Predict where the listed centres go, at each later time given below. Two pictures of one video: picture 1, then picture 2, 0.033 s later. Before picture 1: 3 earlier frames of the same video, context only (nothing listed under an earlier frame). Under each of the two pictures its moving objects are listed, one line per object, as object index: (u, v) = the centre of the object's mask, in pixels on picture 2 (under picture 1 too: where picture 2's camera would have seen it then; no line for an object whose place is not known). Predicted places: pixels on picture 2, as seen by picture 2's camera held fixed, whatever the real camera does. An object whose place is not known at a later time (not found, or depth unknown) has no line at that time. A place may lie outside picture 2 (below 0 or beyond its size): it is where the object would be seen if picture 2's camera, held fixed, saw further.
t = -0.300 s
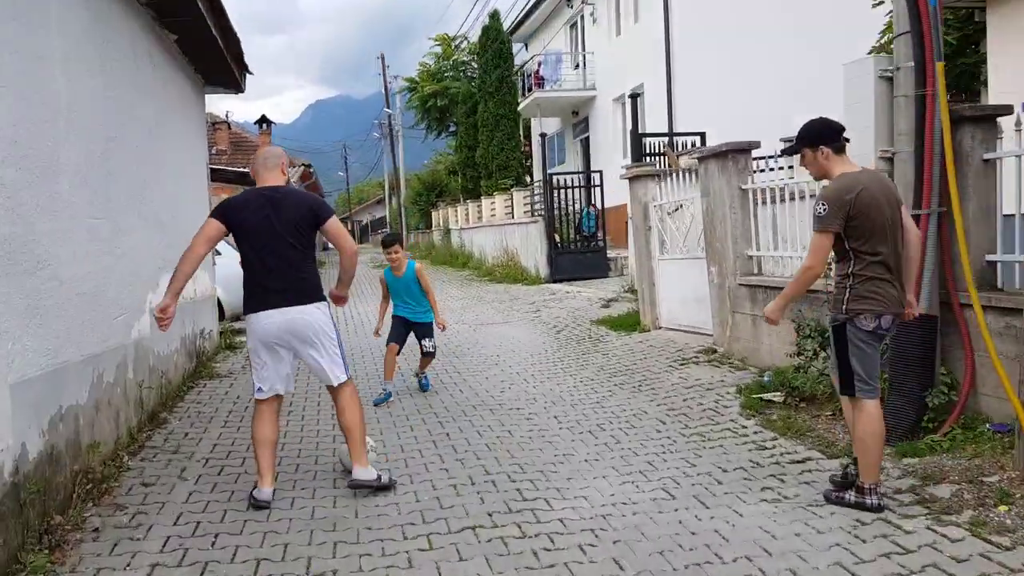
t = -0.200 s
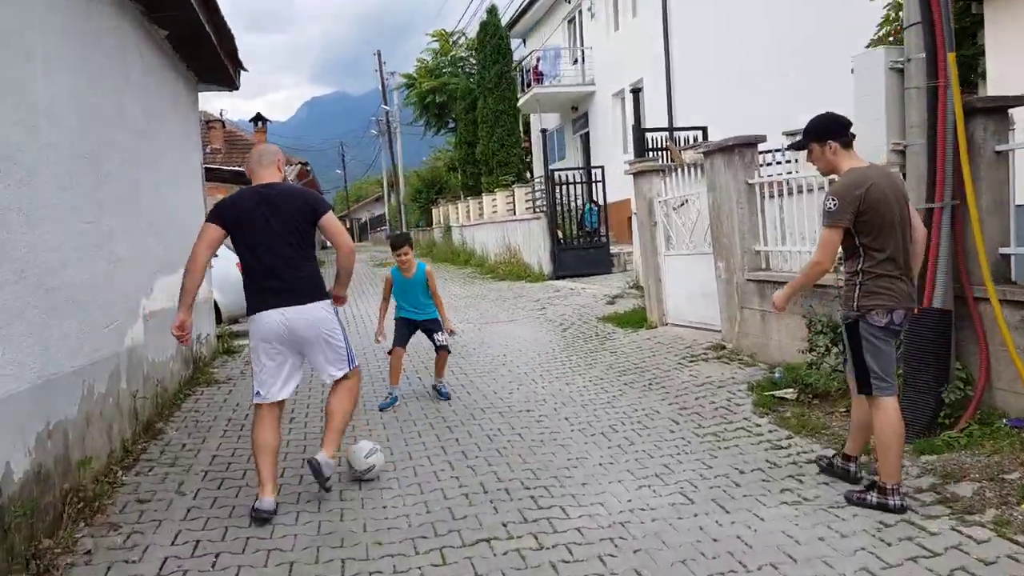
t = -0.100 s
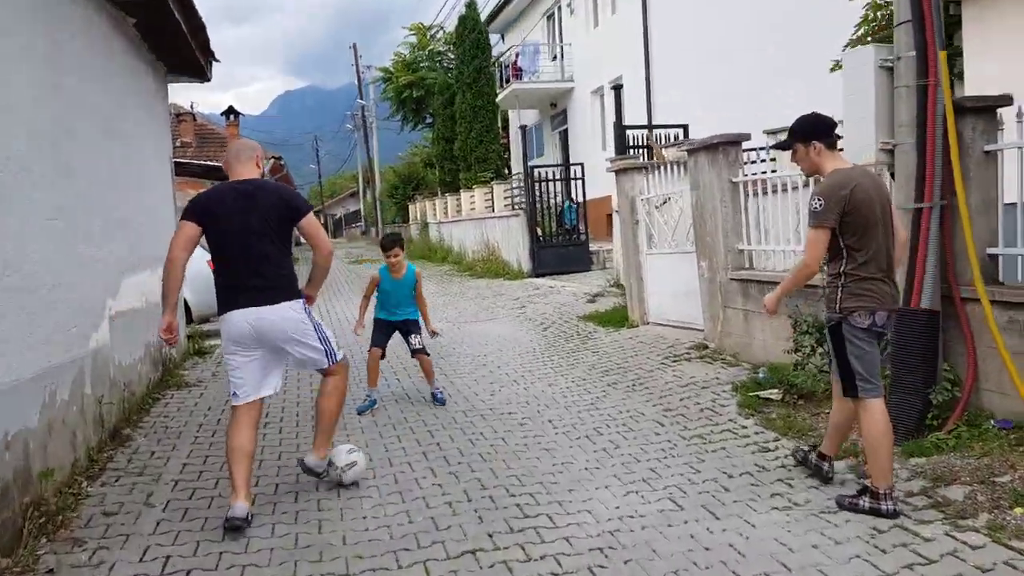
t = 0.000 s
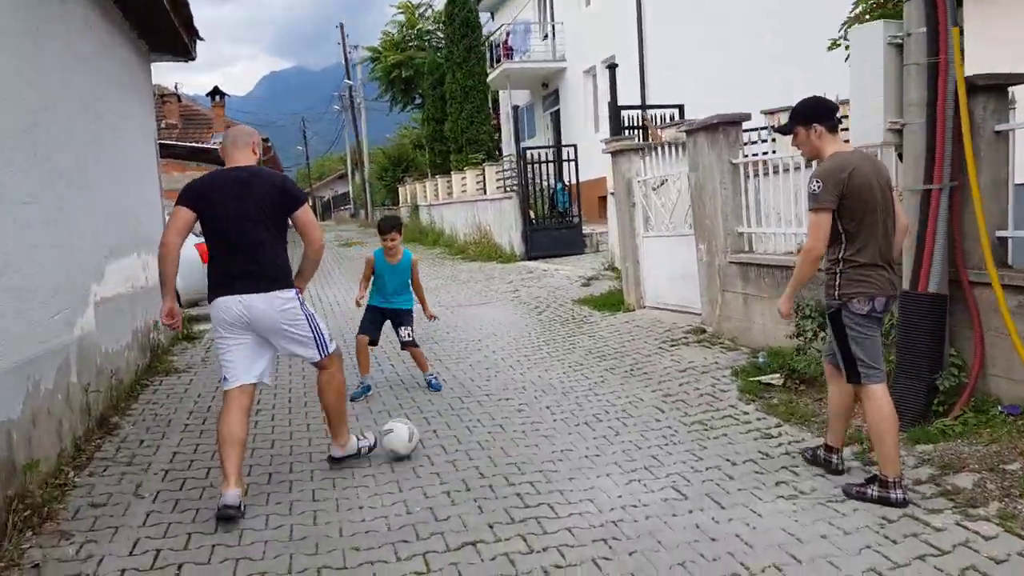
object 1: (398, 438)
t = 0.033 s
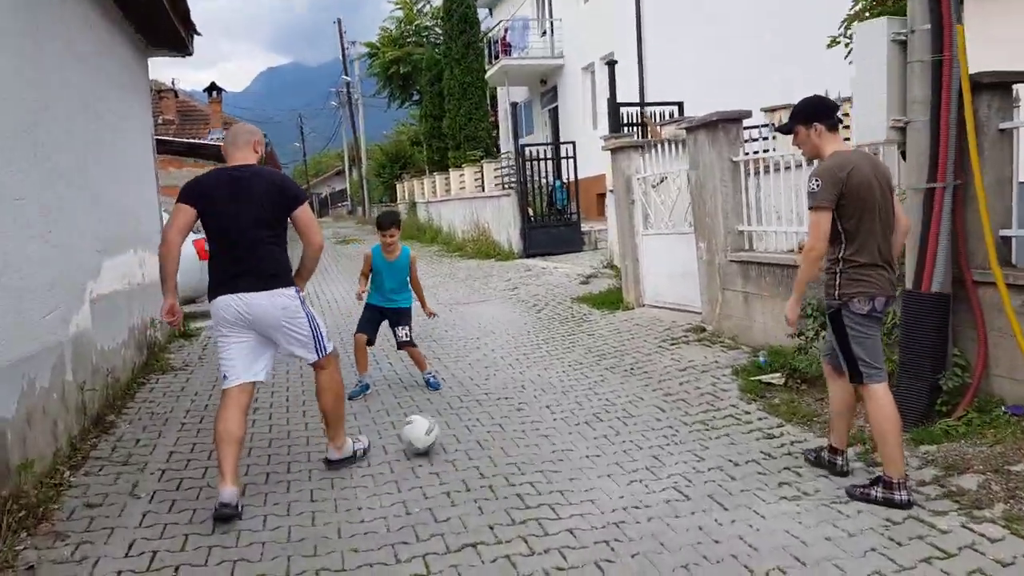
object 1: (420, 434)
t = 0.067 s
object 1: (441, 431)
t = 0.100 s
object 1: (461, 429)
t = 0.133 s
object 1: (479, 426)
